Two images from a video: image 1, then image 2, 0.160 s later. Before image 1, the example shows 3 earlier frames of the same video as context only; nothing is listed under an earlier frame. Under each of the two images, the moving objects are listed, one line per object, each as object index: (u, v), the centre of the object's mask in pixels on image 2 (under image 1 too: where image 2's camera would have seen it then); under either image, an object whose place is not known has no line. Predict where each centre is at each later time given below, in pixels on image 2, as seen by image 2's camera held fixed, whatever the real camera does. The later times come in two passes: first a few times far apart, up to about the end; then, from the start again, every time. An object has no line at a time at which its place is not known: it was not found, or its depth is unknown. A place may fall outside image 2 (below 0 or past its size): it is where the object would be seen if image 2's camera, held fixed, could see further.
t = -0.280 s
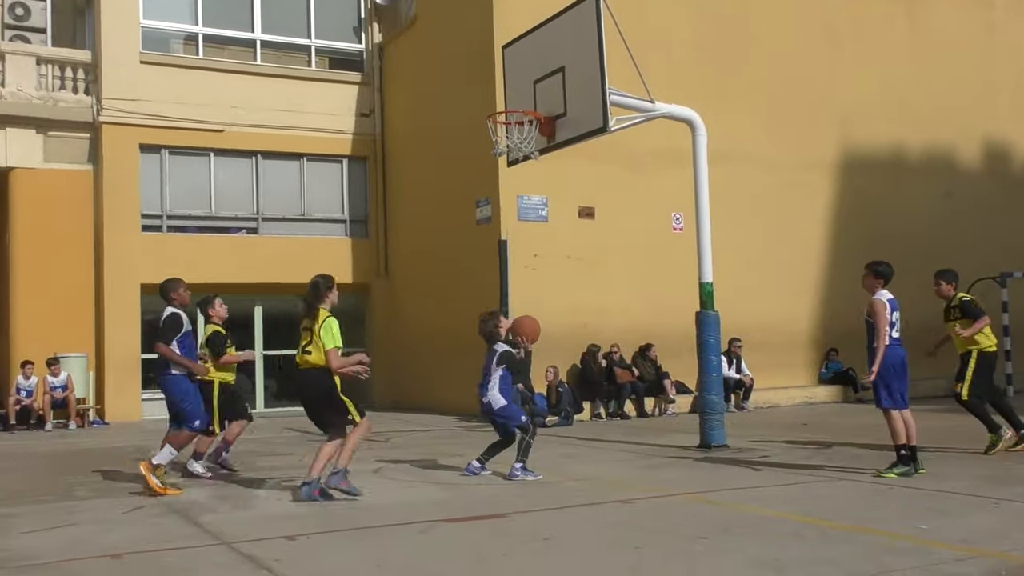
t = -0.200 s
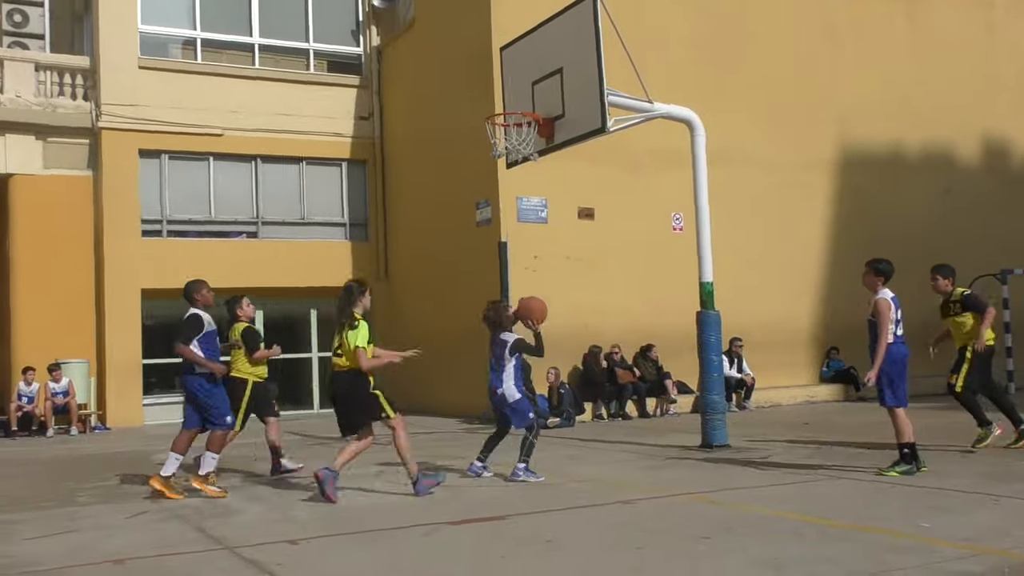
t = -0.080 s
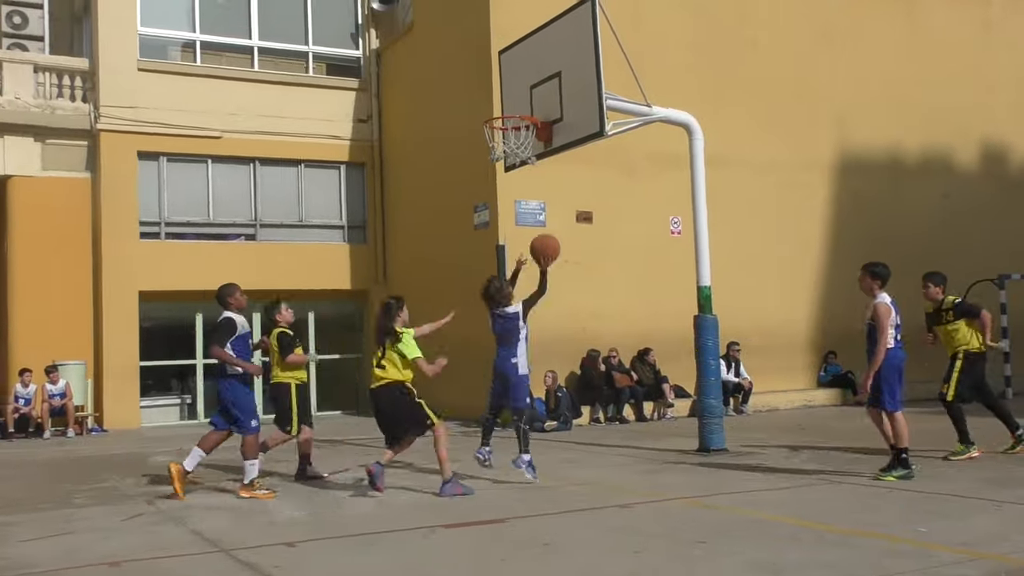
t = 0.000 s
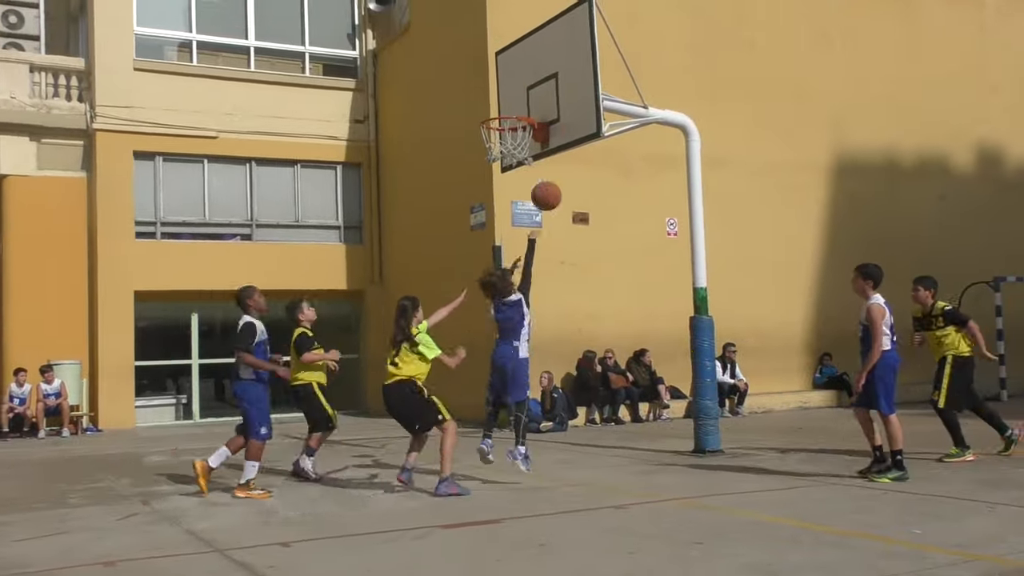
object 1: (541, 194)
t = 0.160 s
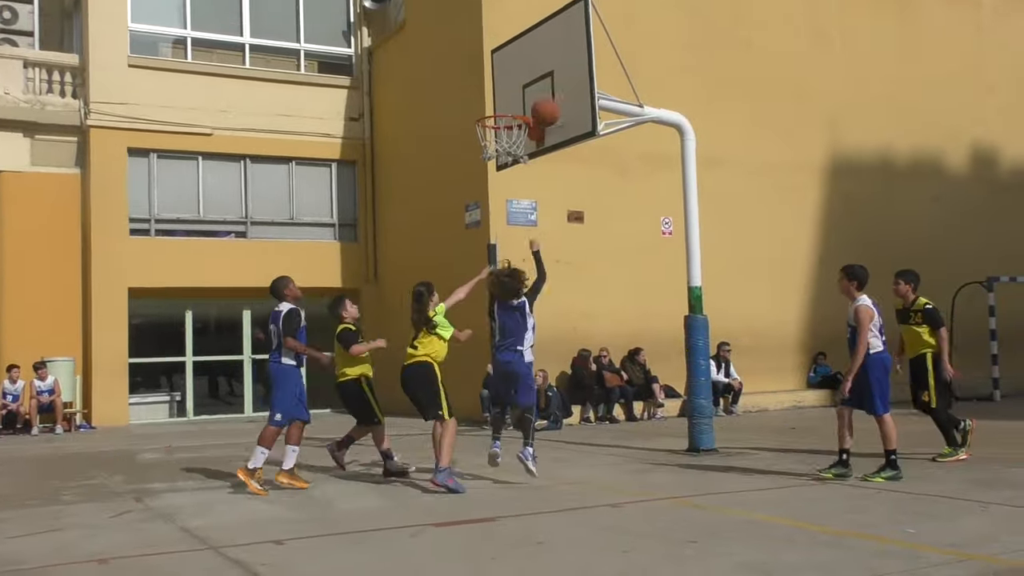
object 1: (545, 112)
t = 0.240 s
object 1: (548, 84)
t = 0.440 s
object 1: (538, 50)
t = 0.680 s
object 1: (506, 69)
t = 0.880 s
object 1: (494, 91)
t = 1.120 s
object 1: (505, 87)
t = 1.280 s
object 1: (515, 112)
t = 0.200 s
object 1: (546, 97)
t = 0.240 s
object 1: (548, 84)
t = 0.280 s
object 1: (549, 72)
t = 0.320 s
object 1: (550, 64)
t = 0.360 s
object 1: (549, 57)
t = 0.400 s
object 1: (544, 52)
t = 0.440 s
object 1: (538, 50)
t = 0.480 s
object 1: (532, 48)
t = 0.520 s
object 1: (527, 48)
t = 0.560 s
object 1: (522, 51)
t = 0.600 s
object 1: (517, 55)
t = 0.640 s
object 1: (512, 62)
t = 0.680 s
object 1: (506, 69)
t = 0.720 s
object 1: (501, 79)
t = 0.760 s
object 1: (497, 90)
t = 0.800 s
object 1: (492, 103)
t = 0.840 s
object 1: (493, 98)
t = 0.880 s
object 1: (494, 91)
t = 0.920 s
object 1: (496, 87)
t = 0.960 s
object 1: (498, 84)
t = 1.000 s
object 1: (500, 82)
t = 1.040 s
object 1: (502, 82)
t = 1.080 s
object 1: (503, 84)
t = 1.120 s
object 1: (505, 87)
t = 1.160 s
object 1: (507, 93)
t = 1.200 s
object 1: (508, 101)
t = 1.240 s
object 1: (511, 103)
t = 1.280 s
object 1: (515, 112)
